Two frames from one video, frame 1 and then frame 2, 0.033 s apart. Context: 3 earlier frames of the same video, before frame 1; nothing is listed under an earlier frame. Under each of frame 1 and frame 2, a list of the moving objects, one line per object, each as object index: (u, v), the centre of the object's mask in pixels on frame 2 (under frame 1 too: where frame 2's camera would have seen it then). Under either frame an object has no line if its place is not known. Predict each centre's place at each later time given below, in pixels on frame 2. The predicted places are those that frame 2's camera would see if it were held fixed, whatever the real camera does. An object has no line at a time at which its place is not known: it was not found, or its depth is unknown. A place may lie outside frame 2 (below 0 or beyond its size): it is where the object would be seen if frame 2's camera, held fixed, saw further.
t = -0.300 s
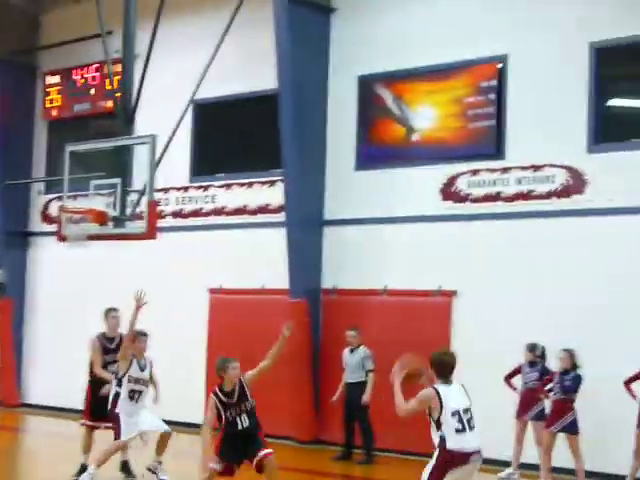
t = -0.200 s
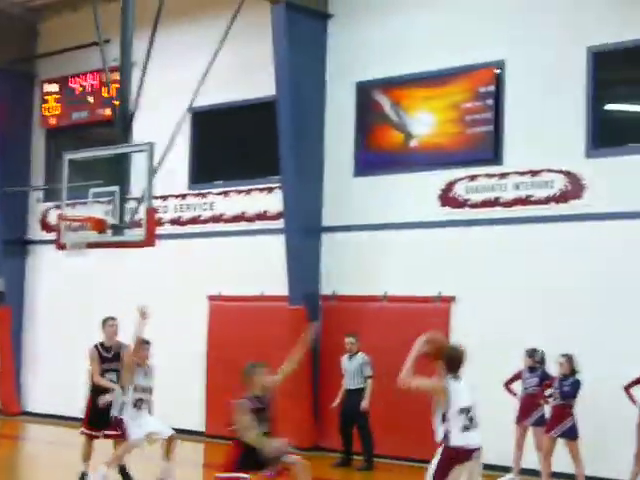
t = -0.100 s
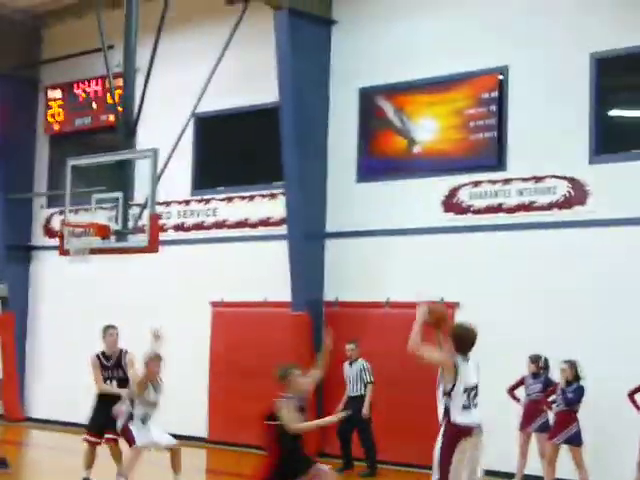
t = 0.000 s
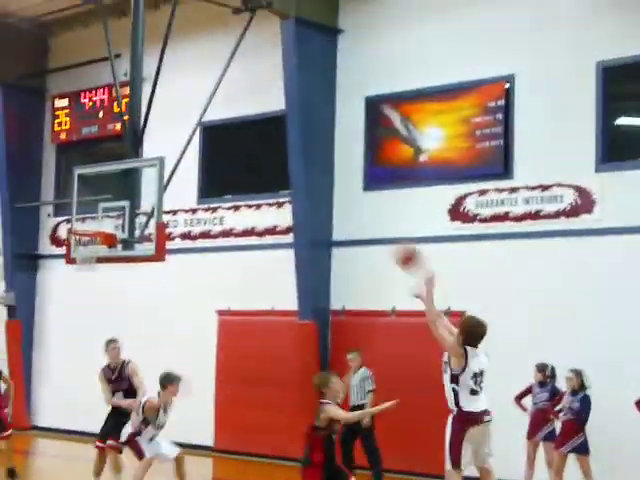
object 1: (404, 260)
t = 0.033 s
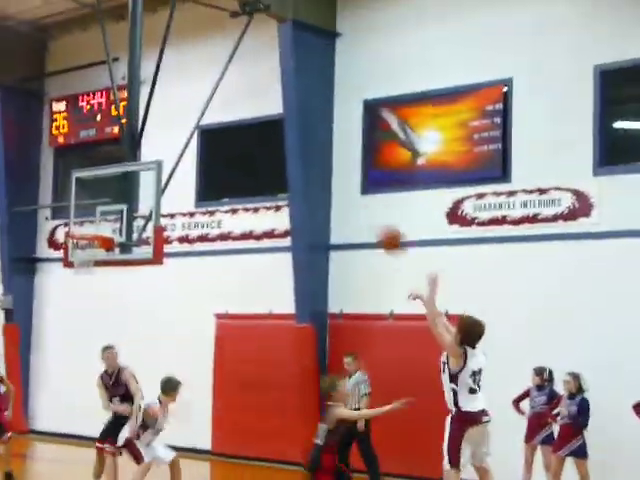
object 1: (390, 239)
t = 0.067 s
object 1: (376, 219)
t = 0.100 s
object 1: (363, 202)
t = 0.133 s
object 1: (351, 186)
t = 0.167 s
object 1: (336, 171)
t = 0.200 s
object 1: (324, 158)
